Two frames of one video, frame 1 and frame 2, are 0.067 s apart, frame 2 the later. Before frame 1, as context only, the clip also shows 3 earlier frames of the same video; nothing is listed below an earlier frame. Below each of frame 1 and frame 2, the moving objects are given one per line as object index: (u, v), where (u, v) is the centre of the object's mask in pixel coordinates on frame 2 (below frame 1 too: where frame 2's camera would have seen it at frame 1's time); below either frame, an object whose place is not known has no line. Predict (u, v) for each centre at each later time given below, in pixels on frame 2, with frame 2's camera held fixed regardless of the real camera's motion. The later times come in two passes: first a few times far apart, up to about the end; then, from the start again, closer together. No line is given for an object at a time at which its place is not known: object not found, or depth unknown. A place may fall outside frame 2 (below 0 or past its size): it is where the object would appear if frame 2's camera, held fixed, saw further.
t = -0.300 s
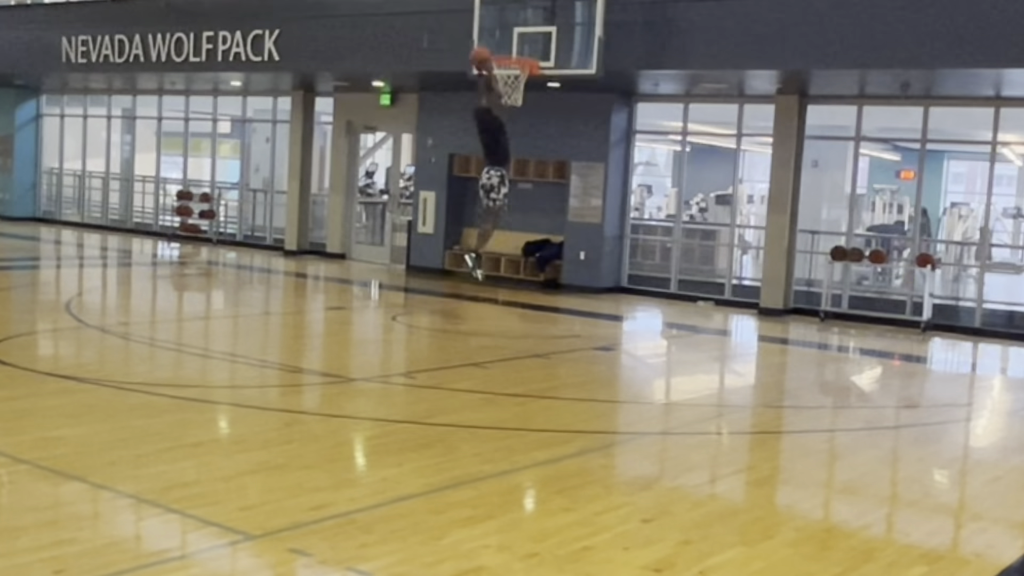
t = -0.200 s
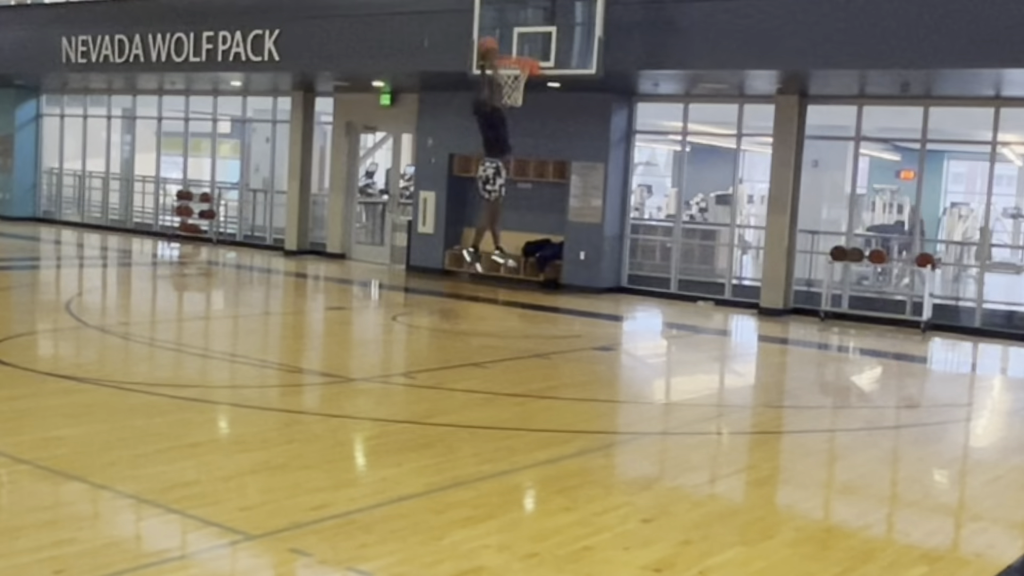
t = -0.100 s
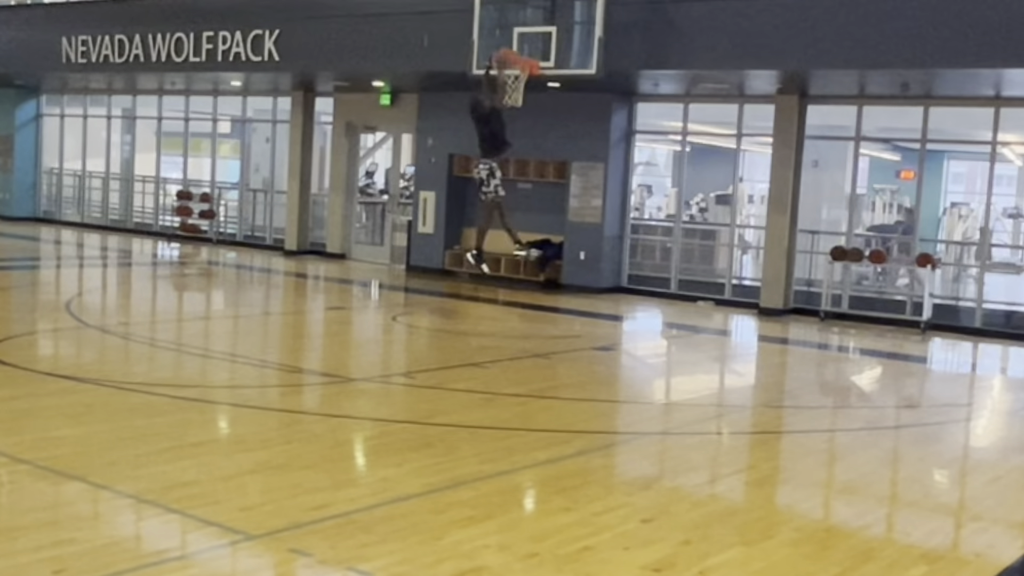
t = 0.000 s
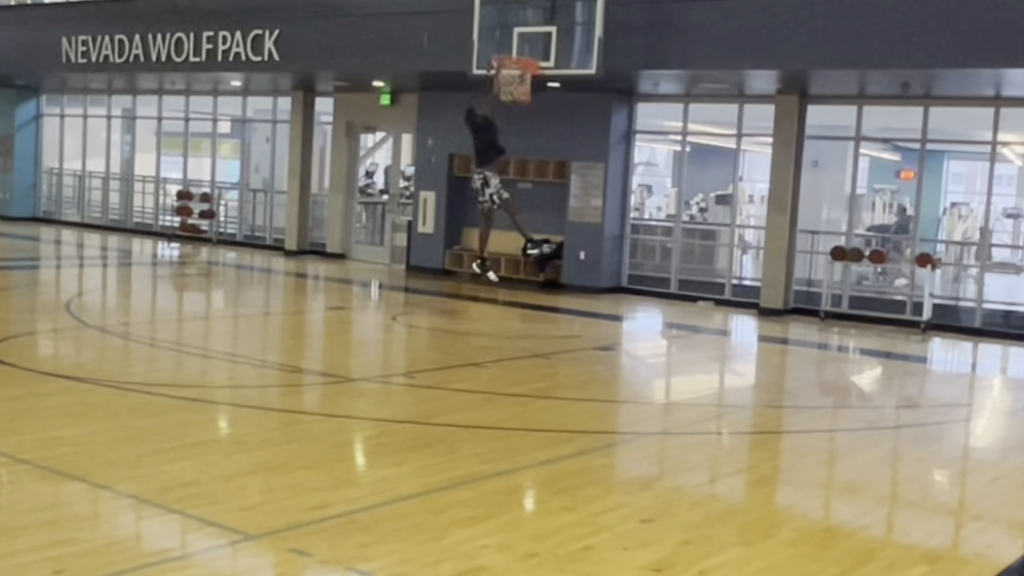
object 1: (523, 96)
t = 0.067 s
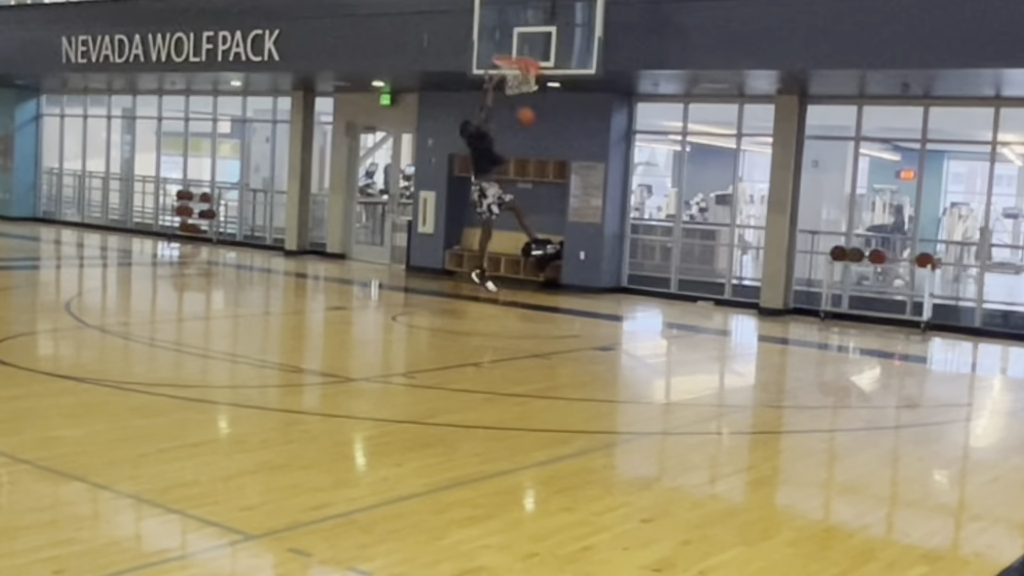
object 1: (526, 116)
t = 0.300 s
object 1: (544, 224)
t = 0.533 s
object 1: (557, 282)
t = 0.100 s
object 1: (528, 129)
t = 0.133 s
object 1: (530, 143)
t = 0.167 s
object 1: (534, 157)
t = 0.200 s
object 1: (536, 173)
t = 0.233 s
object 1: (538, 190)
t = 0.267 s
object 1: (541, 207)
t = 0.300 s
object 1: (544, 224)
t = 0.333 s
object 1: (546, 245)
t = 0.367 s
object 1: (547, 262)
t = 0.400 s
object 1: (549, 282)
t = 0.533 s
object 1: (557, 282)
